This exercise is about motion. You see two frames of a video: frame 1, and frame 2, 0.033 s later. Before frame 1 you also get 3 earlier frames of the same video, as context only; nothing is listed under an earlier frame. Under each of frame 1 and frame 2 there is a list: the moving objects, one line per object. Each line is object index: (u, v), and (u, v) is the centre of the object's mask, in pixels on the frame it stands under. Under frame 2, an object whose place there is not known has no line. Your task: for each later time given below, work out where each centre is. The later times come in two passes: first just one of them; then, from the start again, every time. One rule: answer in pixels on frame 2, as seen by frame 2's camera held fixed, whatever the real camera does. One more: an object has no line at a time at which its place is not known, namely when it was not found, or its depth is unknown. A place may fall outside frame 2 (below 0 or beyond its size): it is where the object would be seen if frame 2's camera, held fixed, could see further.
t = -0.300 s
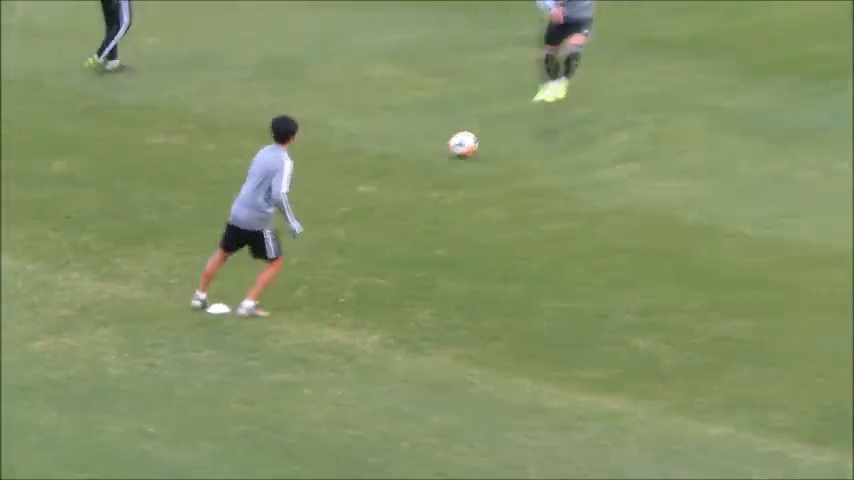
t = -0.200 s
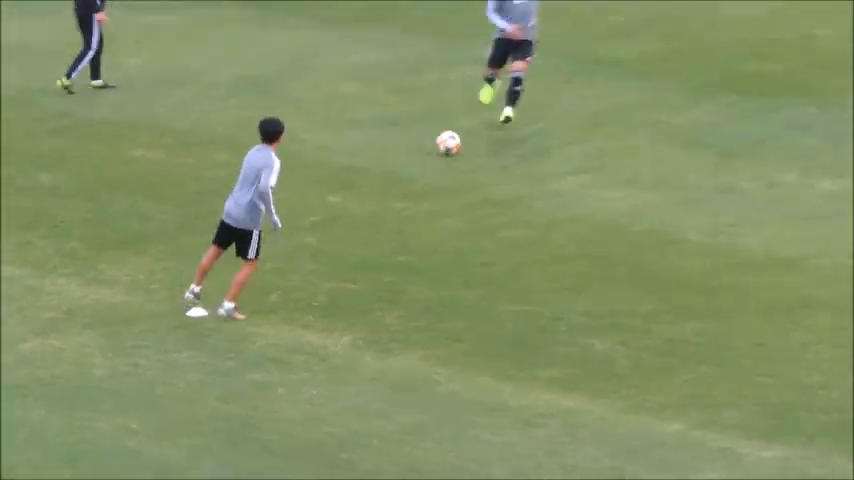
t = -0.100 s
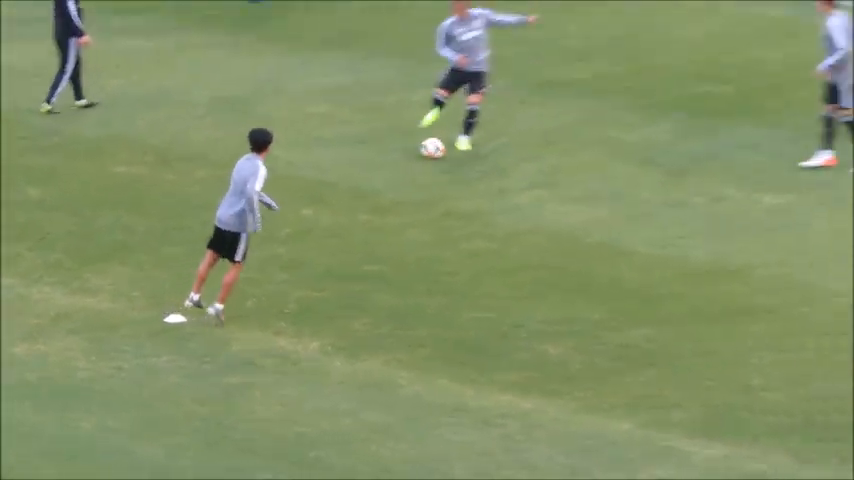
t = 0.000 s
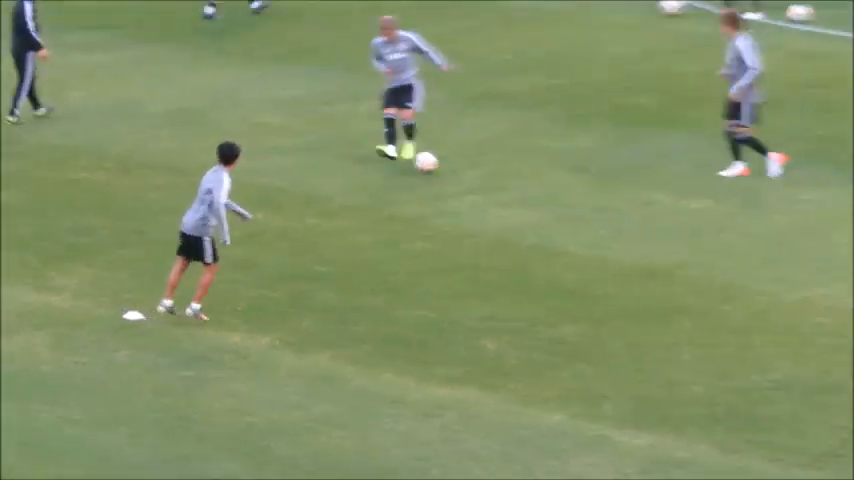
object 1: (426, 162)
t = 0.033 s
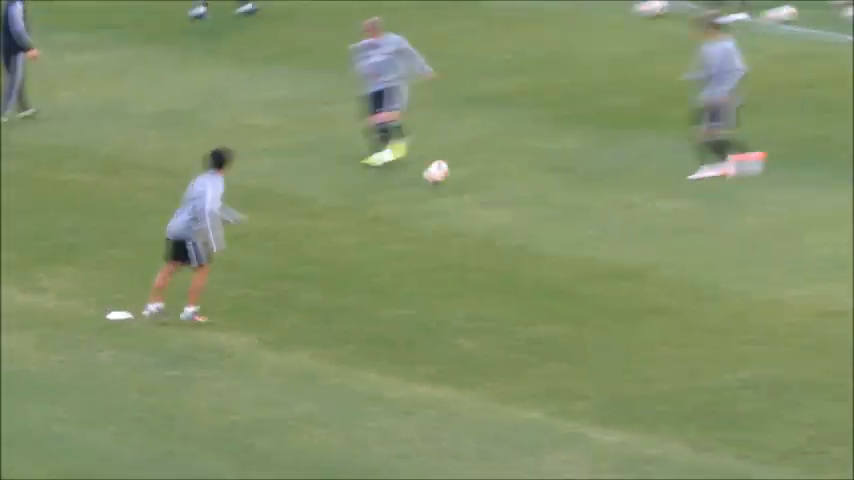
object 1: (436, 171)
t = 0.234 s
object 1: (606, 222)
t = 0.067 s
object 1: (462, 182)
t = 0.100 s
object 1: (490, 193)
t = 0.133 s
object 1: (518, 199)
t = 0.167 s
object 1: (546, 207)
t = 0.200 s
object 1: (576, 215)
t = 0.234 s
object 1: (606, 222)
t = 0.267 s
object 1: (635, 233)
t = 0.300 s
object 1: (666, 242)
